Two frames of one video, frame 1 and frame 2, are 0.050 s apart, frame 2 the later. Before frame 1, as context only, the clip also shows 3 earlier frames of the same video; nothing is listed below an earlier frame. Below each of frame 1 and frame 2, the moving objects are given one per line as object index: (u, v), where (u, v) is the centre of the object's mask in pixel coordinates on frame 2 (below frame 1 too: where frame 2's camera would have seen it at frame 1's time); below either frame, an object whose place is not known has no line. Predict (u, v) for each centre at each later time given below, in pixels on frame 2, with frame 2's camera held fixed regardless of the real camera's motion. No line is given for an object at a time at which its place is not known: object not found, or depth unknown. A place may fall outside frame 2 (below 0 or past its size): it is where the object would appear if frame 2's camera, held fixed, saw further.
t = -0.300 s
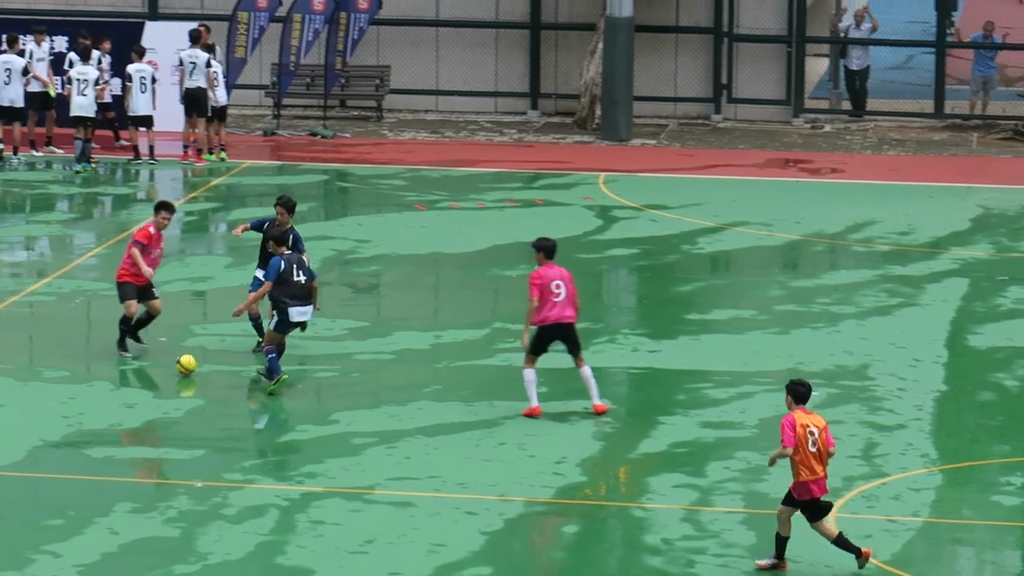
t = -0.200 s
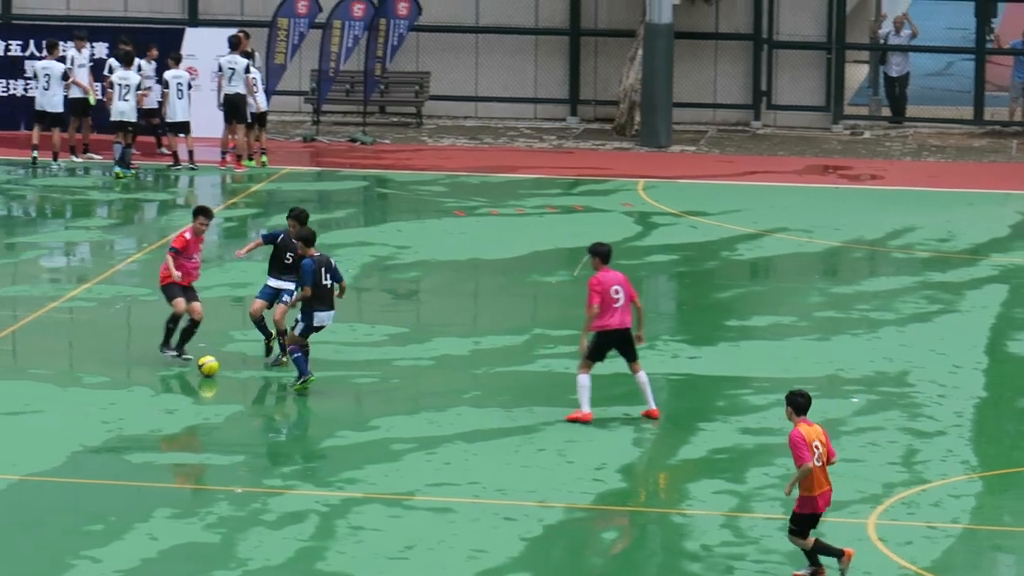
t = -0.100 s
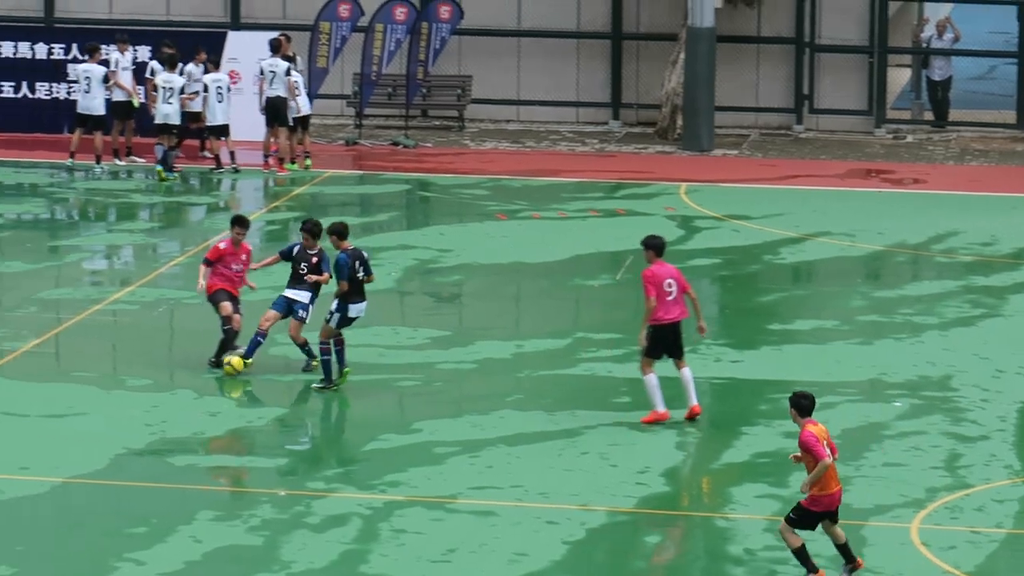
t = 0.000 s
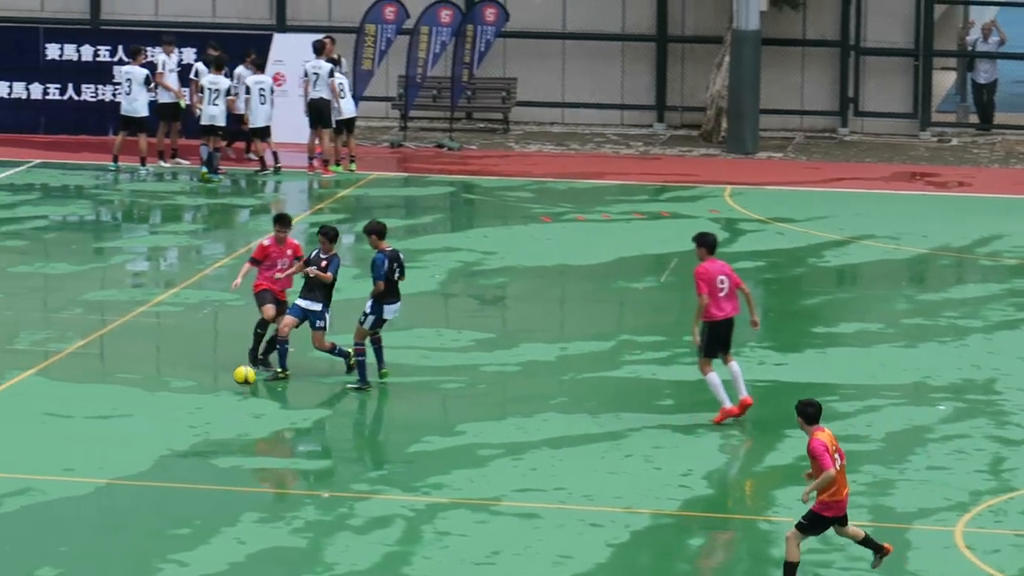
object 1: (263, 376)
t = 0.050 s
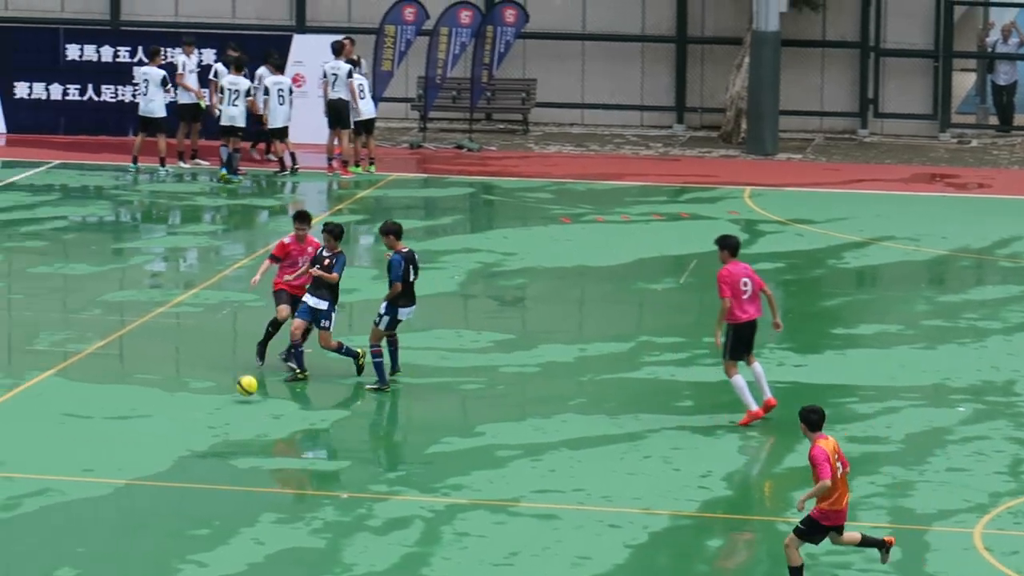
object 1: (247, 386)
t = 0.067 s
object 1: (241, 389)
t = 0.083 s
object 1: (236, 393)
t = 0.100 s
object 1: (230, 398)
